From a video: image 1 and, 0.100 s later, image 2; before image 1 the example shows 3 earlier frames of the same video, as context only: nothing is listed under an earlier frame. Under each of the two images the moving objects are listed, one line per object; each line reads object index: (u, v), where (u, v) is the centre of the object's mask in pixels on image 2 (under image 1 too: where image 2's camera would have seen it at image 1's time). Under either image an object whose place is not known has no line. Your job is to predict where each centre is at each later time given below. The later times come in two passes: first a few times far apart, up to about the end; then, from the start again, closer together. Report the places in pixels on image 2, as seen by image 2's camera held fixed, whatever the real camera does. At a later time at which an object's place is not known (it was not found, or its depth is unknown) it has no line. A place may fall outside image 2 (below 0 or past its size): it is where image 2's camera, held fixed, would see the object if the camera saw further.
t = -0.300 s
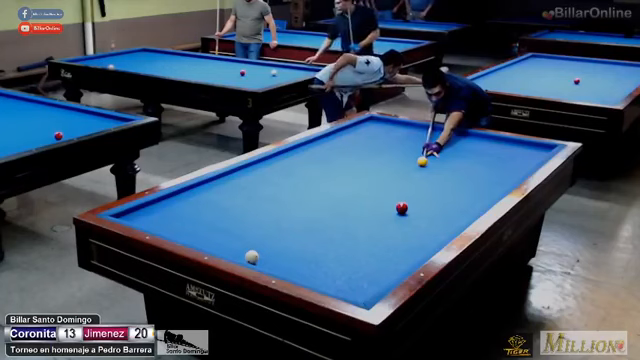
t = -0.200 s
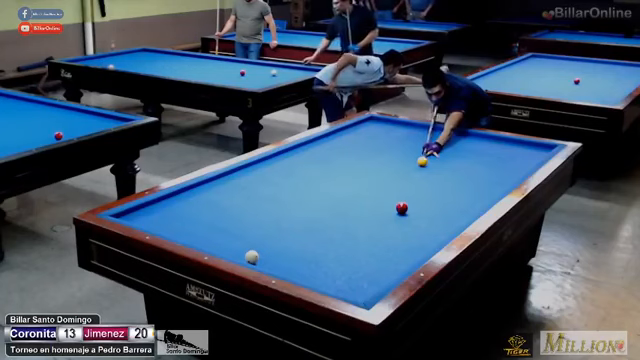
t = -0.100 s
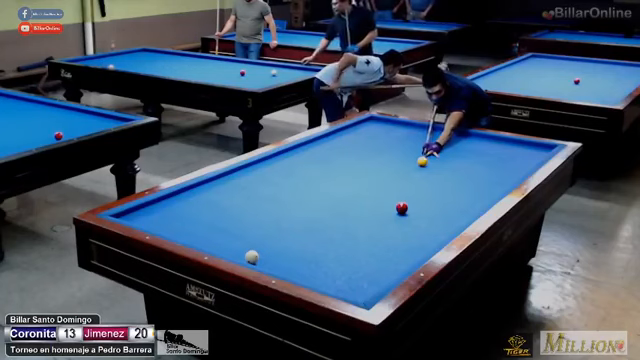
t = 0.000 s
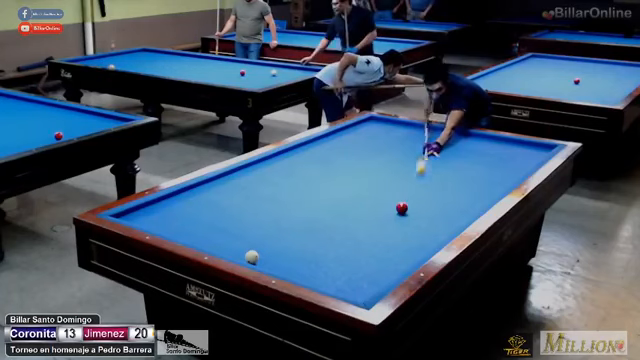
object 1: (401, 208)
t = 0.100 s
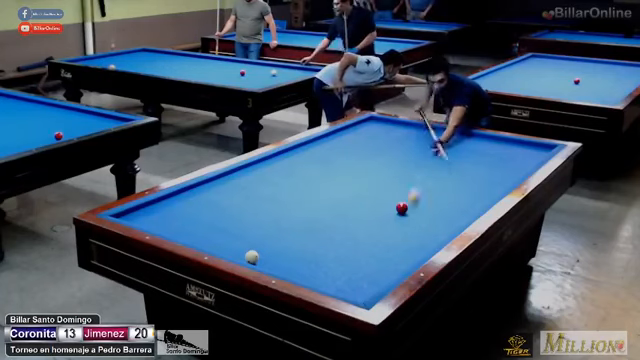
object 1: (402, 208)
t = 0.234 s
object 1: (347, 217)
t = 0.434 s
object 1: (246, 235)
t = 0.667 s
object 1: (212, 227)
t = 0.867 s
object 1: (227, 206)
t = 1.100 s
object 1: (239, 188)
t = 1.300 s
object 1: (248, 174)
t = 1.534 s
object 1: (261, 162)
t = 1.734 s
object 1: (286, 157)
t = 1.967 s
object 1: (313, 151)
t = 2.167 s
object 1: (335, 147)
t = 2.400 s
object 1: (358, 141)
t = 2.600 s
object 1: (377, 138)
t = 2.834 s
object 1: (398, 133)
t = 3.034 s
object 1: (415, 129)
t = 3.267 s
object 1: (430, 128)
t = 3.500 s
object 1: (435, 132)
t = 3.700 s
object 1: (441, 138)
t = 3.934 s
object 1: (448, 143)
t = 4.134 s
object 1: (453, 148)
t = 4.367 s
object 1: (460, 154)
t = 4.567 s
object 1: (466, 159)
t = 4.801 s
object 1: (473, 165)
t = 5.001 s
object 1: (480, 170)
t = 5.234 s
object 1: (488, 177)
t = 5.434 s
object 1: (494, 183)
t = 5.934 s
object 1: (485, 190)
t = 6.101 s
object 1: (476, 191)
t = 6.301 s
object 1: (466, 193)
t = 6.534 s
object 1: (454, 195)
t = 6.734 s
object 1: (445, 197)
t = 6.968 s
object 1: (434, 198)
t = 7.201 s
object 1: (424, 200)
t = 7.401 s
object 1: (415, 201)
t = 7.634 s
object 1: (405, 202)
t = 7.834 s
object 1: (397, 204)
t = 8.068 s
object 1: (388, 205)
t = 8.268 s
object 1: (380, 206)
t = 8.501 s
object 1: (371, 207)
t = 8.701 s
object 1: (364, 208)
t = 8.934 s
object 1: (356, 209)
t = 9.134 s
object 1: (350, 210)
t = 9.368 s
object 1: (343, 211)
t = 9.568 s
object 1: (337, 212)
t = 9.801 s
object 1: (331, 213)
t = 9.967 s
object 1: (327, 213)
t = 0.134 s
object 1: (400, 207)
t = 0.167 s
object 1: (382, 212)
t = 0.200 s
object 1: (364, 215)
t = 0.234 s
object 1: (347, 217)
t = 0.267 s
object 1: (330, 221)
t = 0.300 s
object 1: (313, 223)
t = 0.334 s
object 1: (296, 227)
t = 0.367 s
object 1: (280, 230)
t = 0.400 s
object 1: (263, 232)
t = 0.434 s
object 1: (246, 235)
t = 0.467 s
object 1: (229, 239)
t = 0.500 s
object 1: (213, 242)
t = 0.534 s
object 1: (199, 241)
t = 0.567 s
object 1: (199, 239)
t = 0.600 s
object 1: (203, 235)
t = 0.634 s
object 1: (208, 231)
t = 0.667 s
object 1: (212, 227)
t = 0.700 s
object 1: (215, 223)
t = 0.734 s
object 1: (218, 219)
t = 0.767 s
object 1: (220, 216)
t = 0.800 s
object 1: (223, 213)
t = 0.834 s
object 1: (225, 209)
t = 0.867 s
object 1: (227, 206)
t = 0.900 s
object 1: (229, 203)
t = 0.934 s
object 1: (231, 201)
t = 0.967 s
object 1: (233, 198)
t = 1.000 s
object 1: (234, 196)
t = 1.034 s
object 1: (236, 193)
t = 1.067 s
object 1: (237, 190)
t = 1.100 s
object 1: (239, 188)
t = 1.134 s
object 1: (241, 186)
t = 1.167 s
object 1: (242, 183)
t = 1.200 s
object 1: (243, 181)
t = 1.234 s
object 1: (245, 179)
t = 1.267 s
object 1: (246, 177)
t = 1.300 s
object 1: (248, 174)
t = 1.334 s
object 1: (249, 172)
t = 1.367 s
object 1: (251, 170)
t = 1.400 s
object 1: (252, 167)
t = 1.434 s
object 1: (253, 166)
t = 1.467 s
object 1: (254, 164)
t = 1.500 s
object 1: (256, 163)
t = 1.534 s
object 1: (261, 162)
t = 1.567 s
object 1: (265, 161)
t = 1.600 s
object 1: (269, 160)
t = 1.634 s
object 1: (274, 159)
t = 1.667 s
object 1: (278, 158)
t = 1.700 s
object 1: (282, 157)
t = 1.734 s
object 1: (286, 157)
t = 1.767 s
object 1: (290, 156)
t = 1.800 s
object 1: (294, 155)
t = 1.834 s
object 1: (298, 154)
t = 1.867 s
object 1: (301, 153)
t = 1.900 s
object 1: (306, 152)
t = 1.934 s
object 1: (309, 152)
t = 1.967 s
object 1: (313, 151)
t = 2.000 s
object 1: (316, 150)
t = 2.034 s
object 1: (320, 149)
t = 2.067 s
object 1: (324, 149)
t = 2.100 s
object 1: (327, 148)
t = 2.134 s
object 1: (331, 148)
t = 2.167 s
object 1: (335, 147)
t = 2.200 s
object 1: (338, 146)
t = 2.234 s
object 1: (341, 145)
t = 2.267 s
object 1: (345, 145)
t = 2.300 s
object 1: (348, 144)
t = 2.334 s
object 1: (352, 143)
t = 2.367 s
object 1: (355, 142)
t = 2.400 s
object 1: (358, 141)
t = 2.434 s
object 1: (361, 140)
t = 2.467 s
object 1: (365, 140)
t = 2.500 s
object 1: (368, 140)
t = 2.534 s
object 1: (371, 139)
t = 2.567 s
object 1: (374, 139)
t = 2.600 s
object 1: (377, 138)
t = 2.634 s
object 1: (380, 137)
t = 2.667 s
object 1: (383, 137)
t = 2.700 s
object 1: (387, 136)
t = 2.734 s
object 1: (389, 135)
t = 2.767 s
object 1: (392, 134)
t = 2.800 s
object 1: (395, 134)
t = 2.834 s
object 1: (398, 133)
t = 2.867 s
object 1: (401, 133)
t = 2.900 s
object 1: (404, 132)
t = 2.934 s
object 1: (407, 131)
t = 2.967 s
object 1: (410, 131)
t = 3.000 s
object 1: (412, 131)
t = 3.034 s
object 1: (415, 129)
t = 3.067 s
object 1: (418, 129)
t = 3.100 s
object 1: (421, 128)
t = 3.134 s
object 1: (423, 128)
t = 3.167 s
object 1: (427, 127)
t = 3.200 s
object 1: (429, 127)
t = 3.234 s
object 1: (430, 127)
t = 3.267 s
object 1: (430, 128)
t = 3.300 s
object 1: (431, 129)
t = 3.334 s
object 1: (431, 129)
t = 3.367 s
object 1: (433, 130)
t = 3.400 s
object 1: (433, 131)
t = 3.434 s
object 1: (434, 132)
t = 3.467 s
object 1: (435, 132)
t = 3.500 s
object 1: (435, 132)
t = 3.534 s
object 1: (437, 133)
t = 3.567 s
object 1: (438, 134)
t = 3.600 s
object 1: (439, 135)
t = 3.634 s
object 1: (440, 136)
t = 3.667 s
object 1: (440, 137)
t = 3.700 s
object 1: (441, 138)
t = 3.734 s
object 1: (442, 138)
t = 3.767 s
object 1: (443, 139)
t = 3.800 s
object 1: (443, 140)
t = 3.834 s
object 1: (444, 141)
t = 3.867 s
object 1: (445, 141)
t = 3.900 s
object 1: (446, 142)
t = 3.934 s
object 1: (448, 143)
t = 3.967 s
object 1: (448, 144)
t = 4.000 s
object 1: (449, 145)
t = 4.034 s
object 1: (450, 146)
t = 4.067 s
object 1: (451, 147)
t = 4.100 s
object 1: (452, 147)
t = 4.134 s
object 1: (453, 148)
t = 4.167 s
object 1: (454, 149)
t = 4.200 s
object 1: (455, 149)
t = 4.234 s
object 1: (456, 150)
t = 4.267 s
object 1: (457, 151)
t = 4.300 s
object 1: (458, 152)
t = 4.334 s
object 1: (459, 153)
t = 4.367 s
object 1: (460, 154)
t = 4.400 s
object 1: (461, 154)
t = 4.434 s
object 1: (462, 155)
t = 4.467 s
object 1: (463, 156)
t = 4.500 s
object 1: (464, 157)
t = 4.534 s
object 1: (465, 158)
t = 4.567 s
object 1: (466, 159)
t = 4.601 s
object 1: (467, 159)
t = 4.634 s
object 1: (468, 160)
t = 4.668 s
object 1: (469, 161)
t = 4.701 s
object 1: (470, 162)
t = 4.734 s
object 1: (471, 163)
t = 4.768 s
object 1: (472, 164)
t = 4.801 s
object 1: (473, 165)
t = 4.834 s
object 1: (474, 166)
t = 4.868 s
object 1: (475, 167)
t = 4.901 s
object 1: (477, 168)
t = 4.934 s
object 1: (478, 168)
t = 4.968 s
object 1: (479, 169)
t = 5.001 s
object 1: (480, 170)
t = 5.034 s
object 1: (481, 171)
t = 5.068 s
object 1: (482, 172)
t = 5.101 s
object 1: (483, 173)
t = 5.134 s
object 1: (484, 174)
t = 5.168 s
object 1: (486, 175)
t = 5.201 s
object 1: (487, 176)
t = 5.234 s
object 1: (488, 177)
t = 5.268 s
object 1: (489, 178)
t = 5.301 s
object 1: (490, 179)
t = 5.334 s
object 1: (491, 179)
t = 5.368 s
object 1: (492, 180)
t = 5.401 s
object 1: (494, 182)
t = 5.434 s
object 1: (494, 183)
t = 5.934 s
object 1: (485, 190)
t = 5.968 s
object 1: (482, 190)
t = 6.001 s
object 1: (481, 190)
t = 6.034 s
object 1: (478, 190)
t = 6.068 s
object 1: (477, 191)
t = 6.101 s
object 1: (476, 191)
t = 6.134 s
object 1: (474, 191)
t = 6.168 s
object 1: (472, 191)
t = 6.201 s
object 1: (470, 192)
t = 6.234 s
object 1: (469, 192)
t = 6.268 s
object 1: (467, 192)
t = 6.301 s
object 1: (466, 193)
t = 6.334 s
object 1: (464, 193)
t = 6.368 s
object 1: (463, 193)
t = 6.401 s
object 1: (461, 194)
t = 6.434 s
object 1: (459, 194)
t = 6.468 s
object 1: (458, 194)
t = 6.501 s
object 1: (456, 194)
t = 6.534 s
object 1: (454, 195)
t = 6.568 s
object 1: (453, 195)
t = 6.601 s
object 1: (452, 196)
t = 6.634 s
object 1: (450, 196)
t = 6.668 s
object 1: (448, 196)
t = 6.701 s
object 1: (447, 196)
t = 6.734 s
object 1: (445, 197)
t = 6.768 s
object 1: (444, 197)
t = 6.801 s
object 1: (442, 197)
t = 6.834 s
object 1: (440, 197)
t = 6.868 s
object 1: (439, 197)
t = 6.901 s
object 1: (437, 198)
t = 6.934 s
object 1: (436, 198)
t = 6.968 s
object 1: (434, 198)
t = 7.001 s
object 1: (433, 198)
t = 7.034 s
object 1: (431, 198)
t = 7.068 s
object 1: (430, 199)
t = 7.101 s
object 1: (428, 199)
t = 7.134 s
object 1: (427, 199)
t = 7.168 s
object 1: (425, 199)
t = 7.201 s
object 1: (424, 200)
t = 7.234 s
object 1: (422, 200)
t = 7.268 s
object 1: (421, 200)
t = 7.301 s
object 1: (419, 200)
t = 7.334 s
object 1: (418, 200)
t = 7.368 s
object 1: (416, 201)
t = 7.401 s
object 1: (415, 201)
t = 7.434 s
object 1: (413, 201)
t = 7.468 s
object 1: (412, 201)
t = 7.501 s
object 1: (410, 201)
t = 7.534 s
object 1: (409, 202)
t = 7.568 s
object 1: (408, 202)
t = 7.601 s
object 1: (406, 202)
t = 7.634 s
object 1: (405, 202)
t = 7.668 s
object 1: (403, 203)
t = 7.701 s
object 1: (402, 203)
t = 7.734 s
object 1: (401, 203)
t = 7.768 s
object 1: (399, 203)
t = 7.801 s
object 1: (398, 203)
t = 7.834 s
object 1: (397, 204)
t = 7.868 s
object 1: (395, 204)
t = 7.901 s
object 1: (394, 204)
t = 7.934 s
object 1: (393, 204)
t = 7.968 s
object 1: (392, 204)
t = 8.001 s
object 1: (390, 205)
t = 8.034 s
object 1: (389, 205)
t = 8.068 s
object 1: (388, 205)
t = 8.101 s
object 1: (386, 205)
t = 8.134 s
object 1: (385, 205)
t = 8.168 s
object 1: (384, 205)
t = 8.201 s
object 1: (382, 206)
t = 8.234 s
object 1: (381, 206)
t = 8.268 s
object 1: (380, 206)
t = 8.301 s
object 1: (379, 206)
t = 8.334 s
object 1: (377, 206)
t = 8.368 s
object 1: (376, 207)
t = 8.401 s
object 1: (375, 207)
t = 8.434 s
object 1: (374, 207)
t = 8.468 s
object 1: (373, 207)
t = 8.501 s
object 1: (371, 207)
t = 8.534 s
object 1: (370, 207)
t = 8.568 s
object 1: (369, 207)
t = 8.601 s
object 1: (368, 208)
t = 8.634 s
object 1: (367, 208)
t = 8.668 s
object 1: (365, 208)
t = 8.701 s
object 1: (364, 208)
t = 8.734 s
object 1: (363, 208)
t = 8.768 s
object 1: (362, 209)
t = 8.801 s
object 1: (361, 209)
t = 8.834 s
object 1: (360, 209)
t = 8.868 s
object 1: (359, 209)
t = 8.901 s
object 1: (357, 209)
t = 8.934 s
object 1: (356, 209)
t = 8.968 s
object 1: (355, 210)
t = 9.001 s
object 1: (354, 210)
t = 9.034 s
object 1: (353, 210)
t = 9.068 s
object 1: (352, 210)
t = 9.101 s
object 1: (351, 210)
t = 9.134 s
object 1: (350, 210)
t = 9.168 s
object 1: (349, 210)
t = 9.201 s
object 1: (348, 211)
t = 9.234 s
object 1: (347, 211)
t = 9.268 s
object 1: (346, 211)
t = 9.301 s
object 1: (345, 211)
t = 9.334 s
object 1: (344, 211)
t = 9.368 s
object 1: (343, 211)
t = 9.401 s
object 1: (342, 211)
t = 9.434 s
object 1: (341, 212)
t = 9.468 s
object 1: (340, 211)
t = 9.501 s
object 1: (339, 212)
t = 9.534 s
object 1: (338, 212)
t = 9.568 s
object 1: (337, 212)
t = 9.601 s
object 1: (337, 212)
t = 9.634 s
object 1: (336, 212)
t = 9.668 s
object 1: (335, 213)
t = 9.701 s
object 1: (334, 213)
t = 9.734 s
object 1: (333, 213)
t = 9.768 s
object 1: (332, 213)
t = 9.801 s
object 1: (331, 213)
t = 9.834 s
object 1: (330, 213)
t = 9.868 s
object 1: (330, 213)
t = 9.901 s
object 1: (329, 213)
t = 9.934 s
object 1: (328, 213)
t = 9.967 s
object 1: (327, 213)
